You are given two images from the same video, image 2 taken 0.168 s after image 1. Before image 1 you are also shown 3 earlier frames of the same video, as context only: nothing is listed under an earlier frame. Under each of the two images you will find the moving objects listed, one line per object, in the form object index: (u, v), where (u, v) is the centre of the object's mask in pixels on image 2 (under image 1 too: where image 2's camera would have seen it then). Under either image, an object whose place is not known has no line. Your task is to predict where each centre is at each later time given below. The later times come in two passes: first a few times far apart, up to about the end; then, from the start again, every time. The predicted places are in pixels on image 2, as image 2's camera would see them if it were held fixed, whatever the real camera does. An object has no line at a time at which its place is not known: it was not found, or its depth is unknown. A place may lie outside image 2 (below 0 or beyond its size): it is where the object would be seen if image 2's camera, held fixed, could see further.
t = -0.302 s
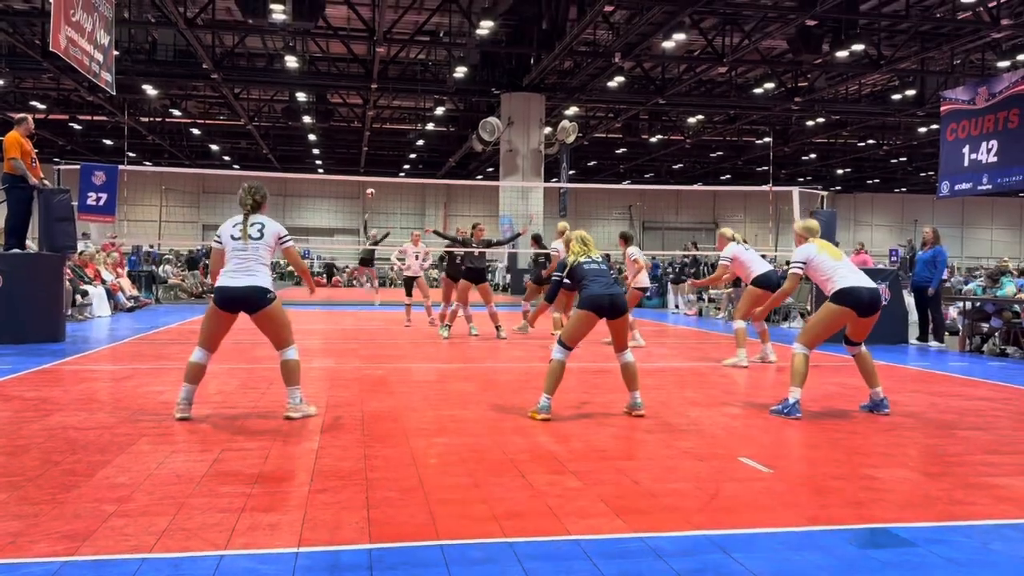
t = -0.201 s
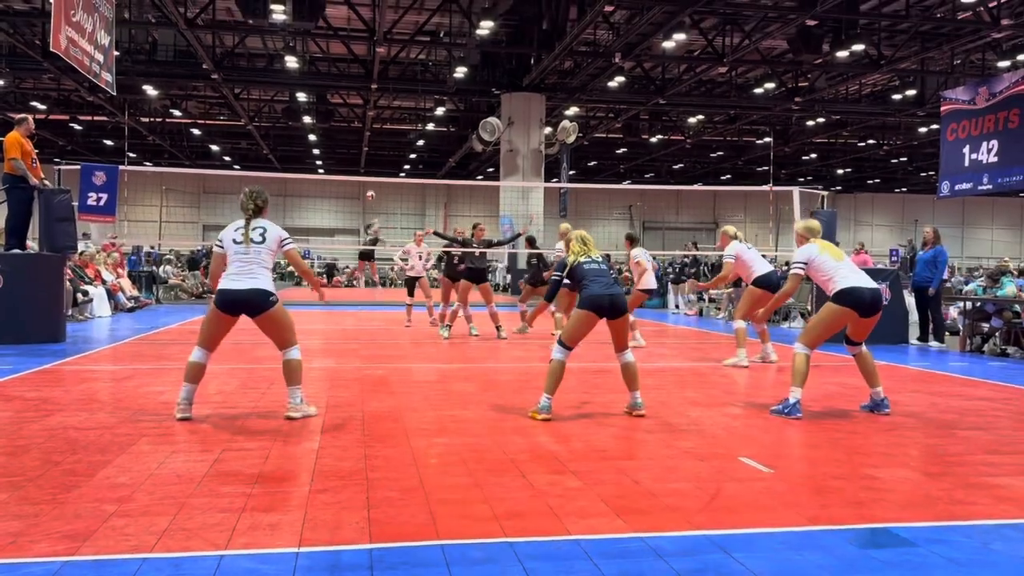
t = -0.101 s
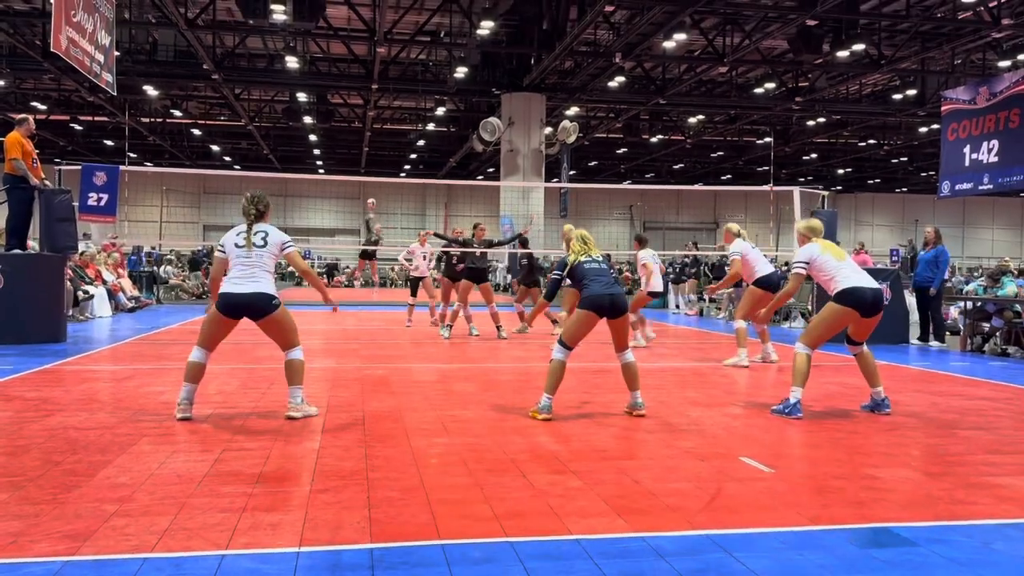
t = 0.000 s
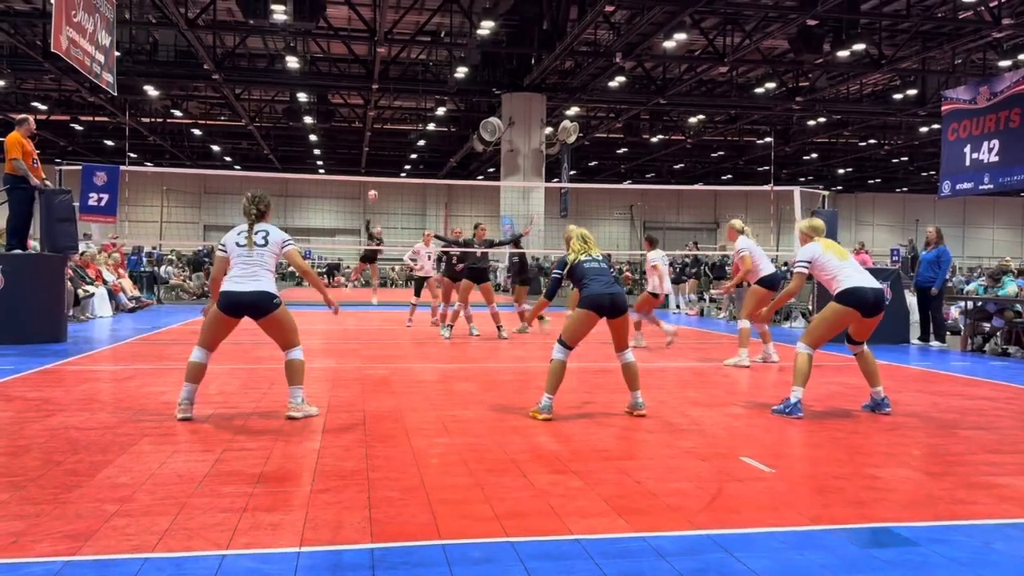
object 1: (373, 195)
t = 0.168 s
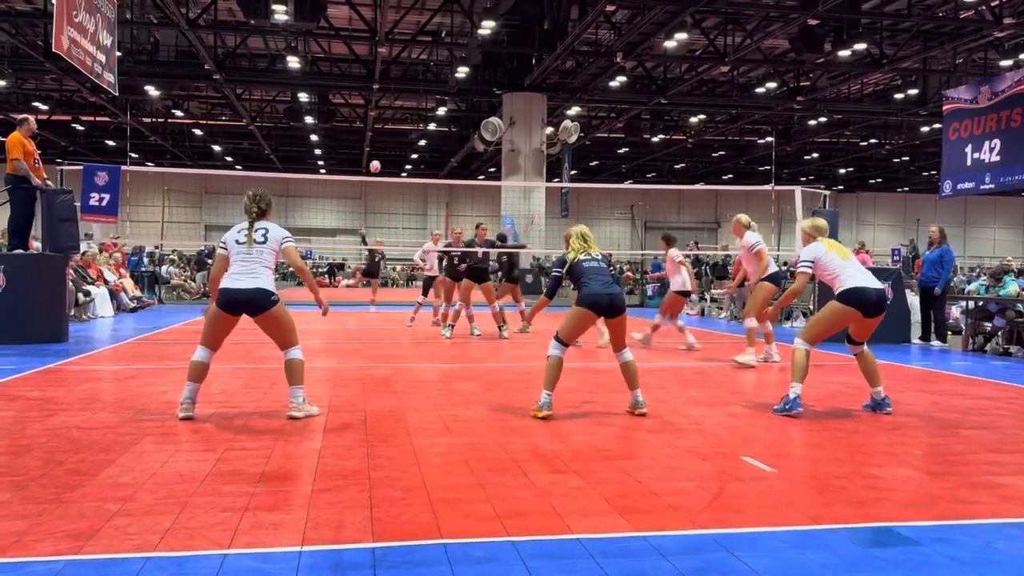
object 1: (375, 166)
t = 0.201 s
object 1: (375, 160)
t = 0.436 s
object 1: (383, 127)
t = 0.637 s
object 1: (394, 127)
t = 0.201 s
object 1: (375, 160)
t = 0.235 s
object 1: (376, 155)
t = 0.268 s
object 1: (376, 149)
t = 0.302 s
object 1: (377, 144)
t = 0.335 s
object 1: (378, 139)
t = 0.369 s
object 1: (379, 135)
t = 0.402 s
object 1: (381, 131)
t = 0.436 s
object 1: (383, 127)
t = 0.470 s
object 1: (384, 125)
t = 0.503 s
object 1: (386, 124)
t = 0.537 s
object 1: (388, 123)
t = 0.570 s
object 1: (390, 123)
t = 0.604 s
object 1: (392, 125)
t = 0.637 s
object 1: (394, 127)
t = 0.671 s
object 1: (396, 132)
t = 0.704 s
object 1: (398, 137)
